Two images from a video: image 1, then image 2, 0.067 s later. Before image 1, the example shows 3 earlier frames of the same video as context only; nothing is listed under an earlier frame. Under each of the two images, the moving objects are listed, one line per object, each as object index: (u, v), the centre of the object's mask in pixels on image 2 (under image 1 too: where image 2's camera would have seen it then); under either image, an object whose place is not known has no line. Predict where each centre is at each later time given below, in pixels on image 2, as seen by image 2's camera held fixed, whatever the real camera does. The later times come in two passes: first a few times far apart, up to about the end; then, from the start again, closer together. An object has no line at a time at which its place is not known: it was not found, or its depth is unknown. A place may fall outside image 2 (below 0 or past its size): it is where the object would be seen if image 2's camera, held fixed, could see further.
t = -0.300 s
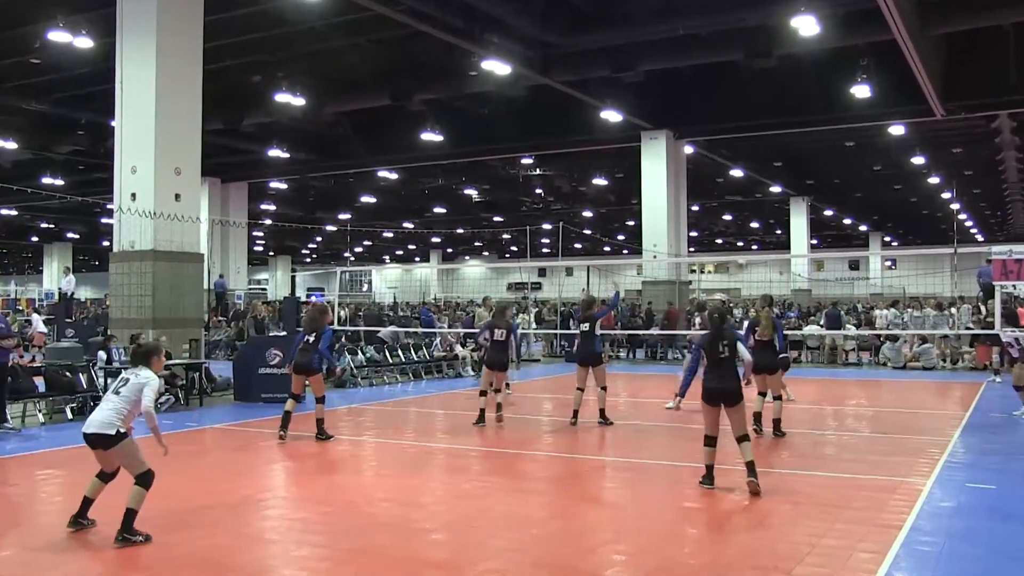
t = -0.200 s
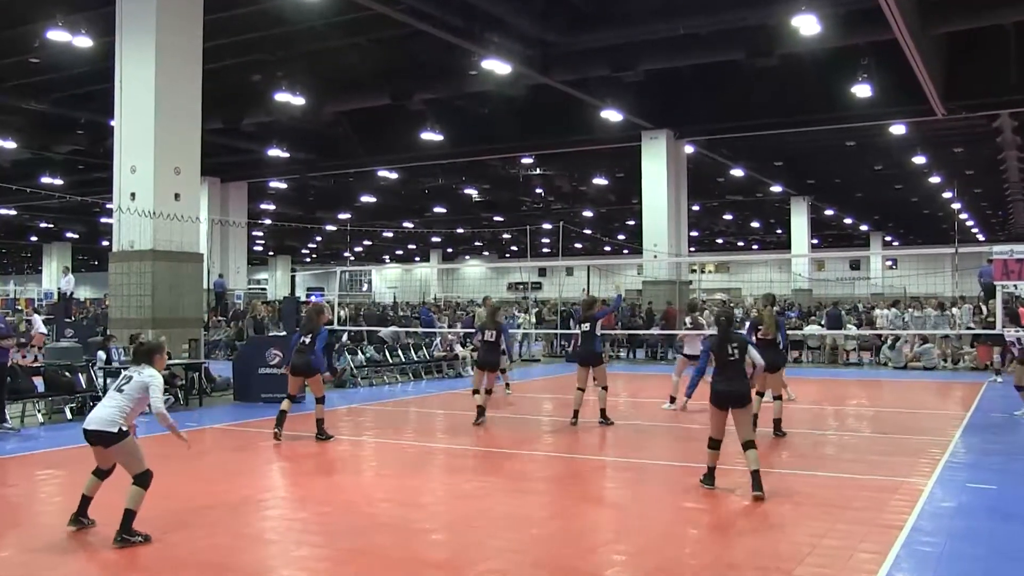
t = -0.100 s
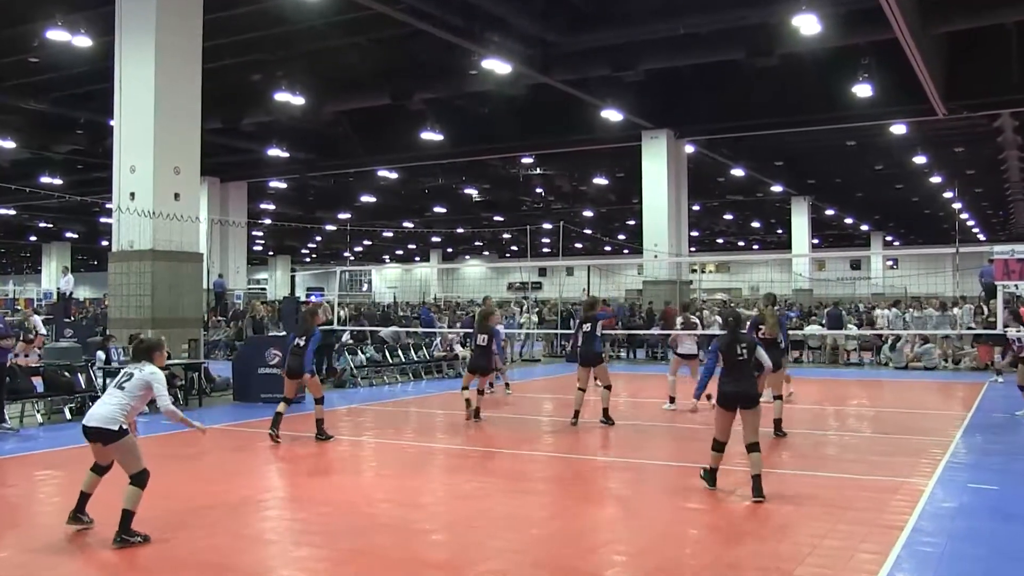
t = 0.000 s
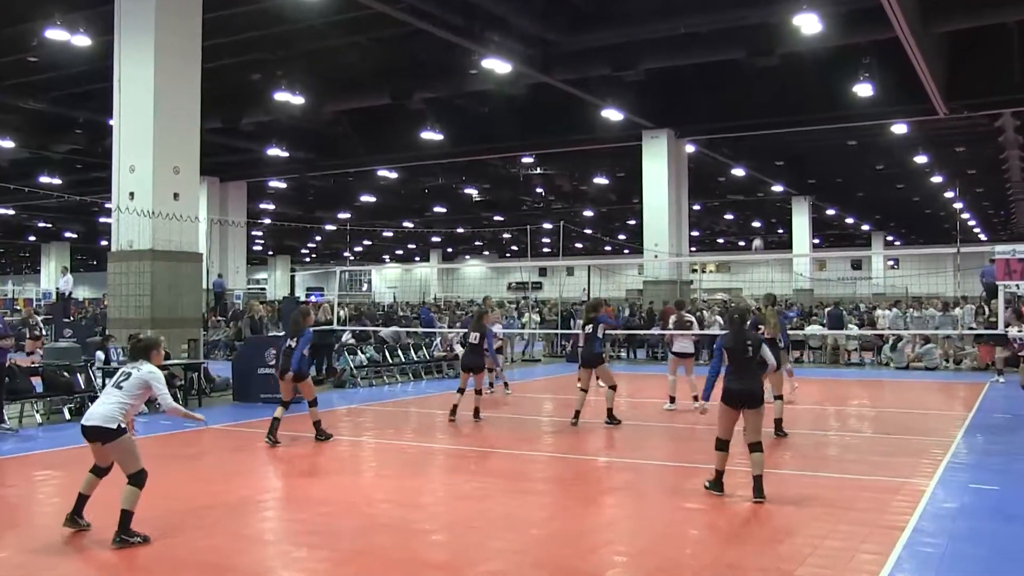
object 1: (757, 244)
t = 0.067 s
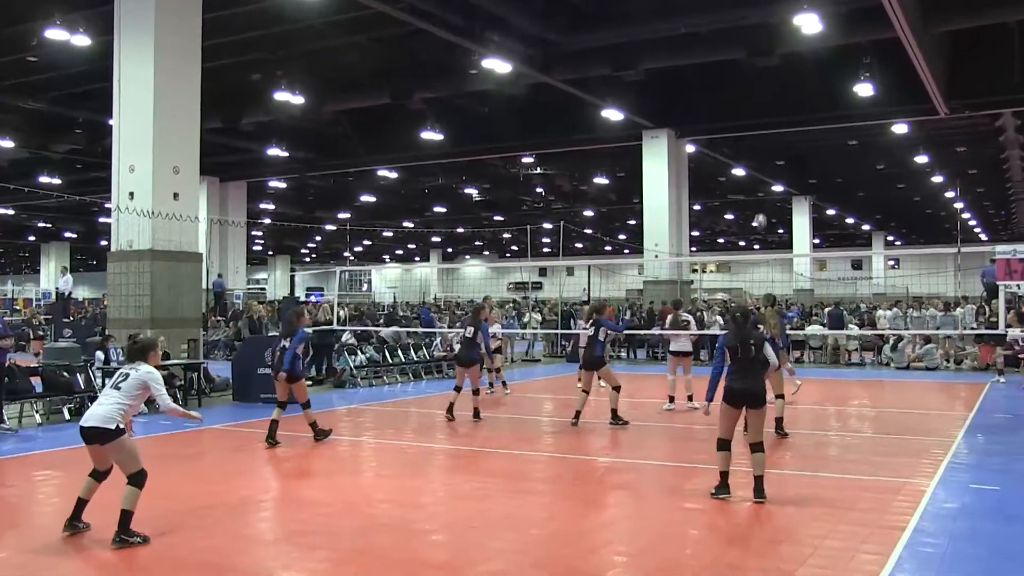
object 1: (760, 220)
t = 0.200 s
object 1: (765, 180)
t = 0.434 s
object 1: (773, 133)
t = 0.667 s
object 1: (782, 116)
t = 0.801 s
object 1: (787, 122)
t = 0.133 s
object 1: (762, 199)
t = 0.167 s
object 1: (764, 189)
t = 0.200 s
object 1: (765, 180)
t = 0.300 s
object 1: (768, 156)
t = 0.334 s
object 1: (769, 149)
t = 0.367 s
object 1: (771, 143)
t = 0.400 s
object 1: (772, 137)
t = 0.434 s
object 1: (773, 133)
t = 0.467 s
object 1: (774, 128)
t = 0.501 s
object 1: (775, 124)
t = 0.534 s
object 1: (776, 122)
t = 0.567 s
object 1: (778, 120)
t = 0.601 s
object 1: (779, 118)
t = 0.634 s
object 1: (780, 117)
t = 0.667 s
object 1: (782, 116)
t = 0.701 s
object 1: (783, 117)
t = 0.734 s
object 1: (784, 118)
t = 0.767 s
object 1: (786, 119)
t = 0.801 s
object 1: (787, 122)
